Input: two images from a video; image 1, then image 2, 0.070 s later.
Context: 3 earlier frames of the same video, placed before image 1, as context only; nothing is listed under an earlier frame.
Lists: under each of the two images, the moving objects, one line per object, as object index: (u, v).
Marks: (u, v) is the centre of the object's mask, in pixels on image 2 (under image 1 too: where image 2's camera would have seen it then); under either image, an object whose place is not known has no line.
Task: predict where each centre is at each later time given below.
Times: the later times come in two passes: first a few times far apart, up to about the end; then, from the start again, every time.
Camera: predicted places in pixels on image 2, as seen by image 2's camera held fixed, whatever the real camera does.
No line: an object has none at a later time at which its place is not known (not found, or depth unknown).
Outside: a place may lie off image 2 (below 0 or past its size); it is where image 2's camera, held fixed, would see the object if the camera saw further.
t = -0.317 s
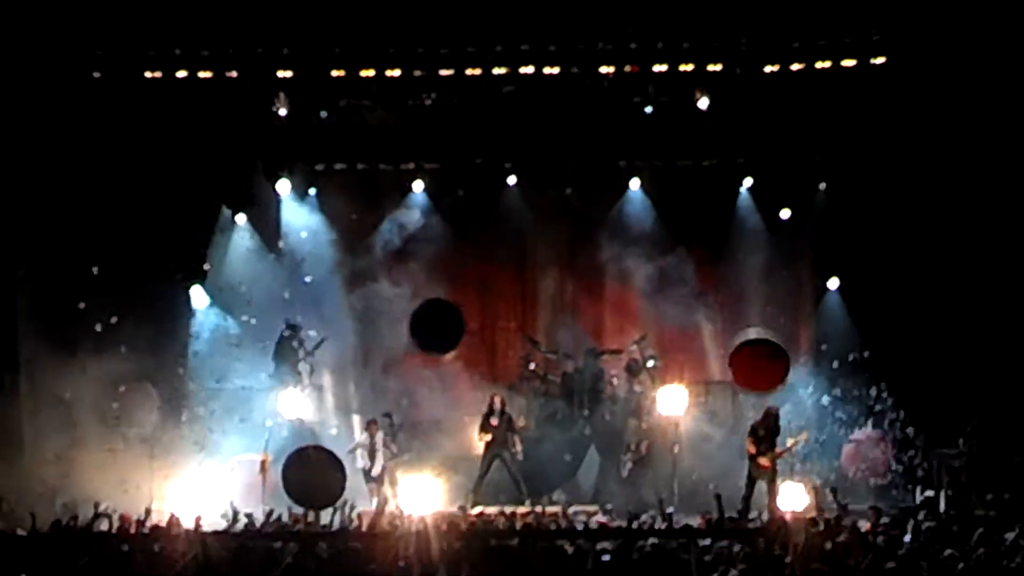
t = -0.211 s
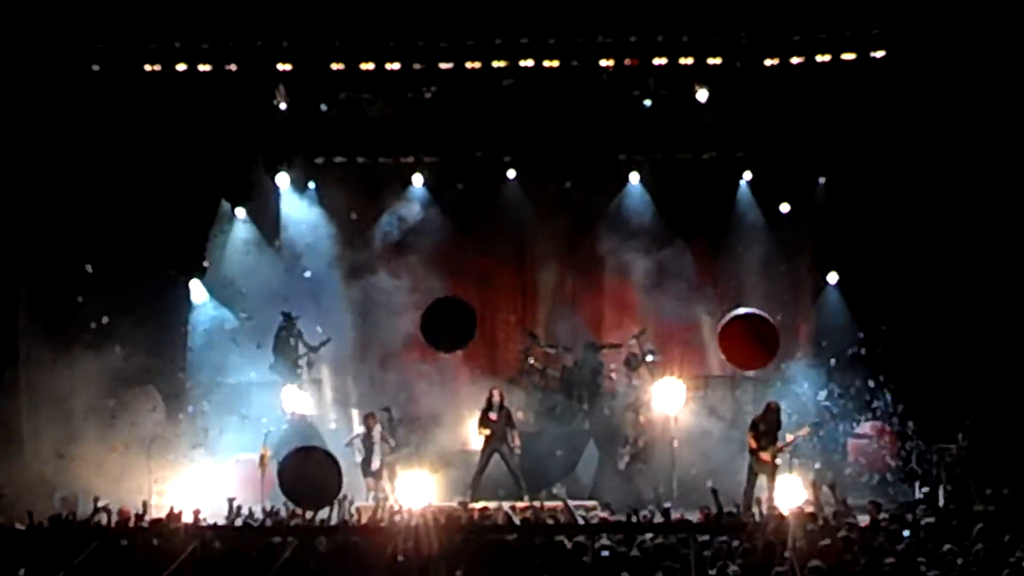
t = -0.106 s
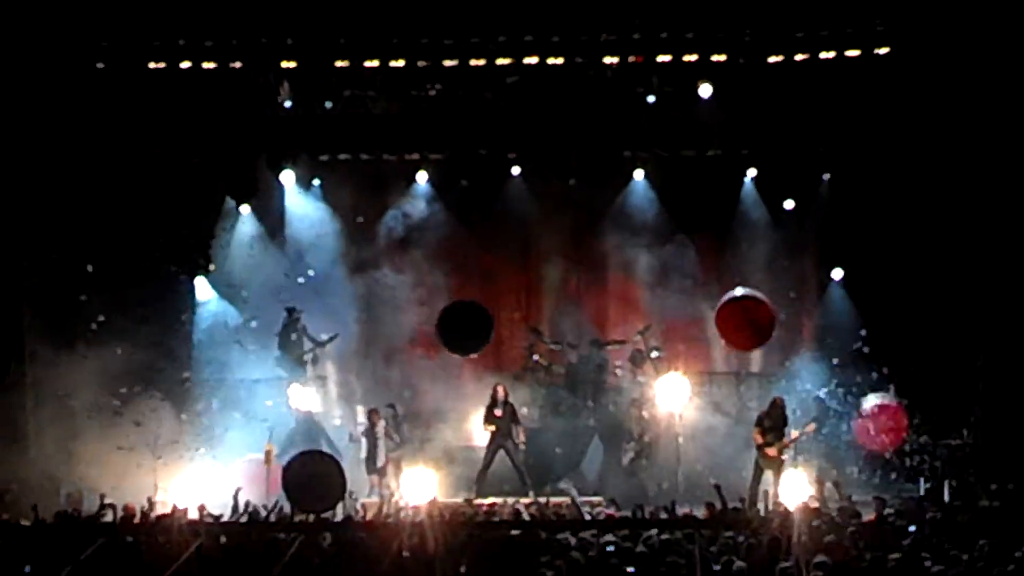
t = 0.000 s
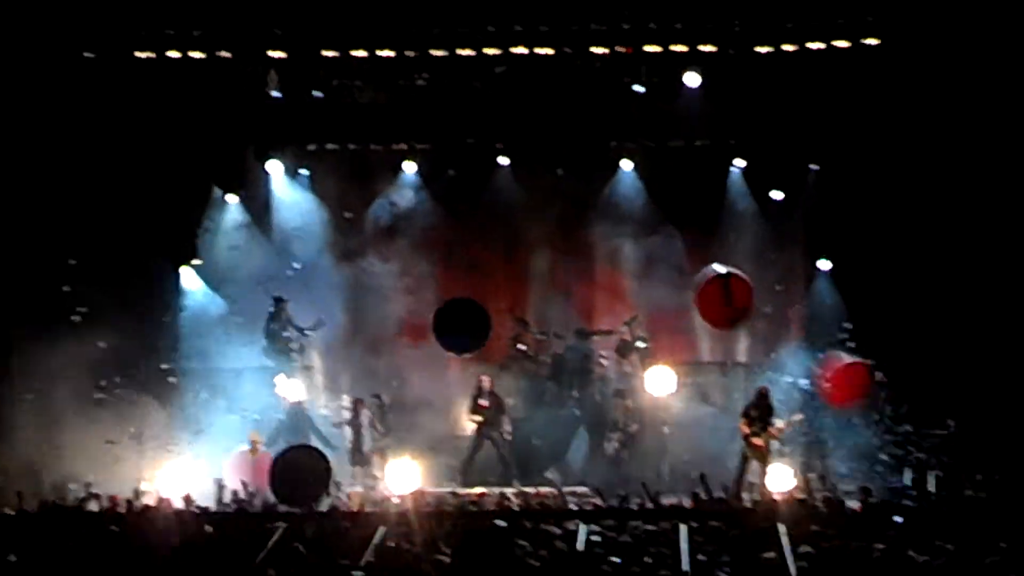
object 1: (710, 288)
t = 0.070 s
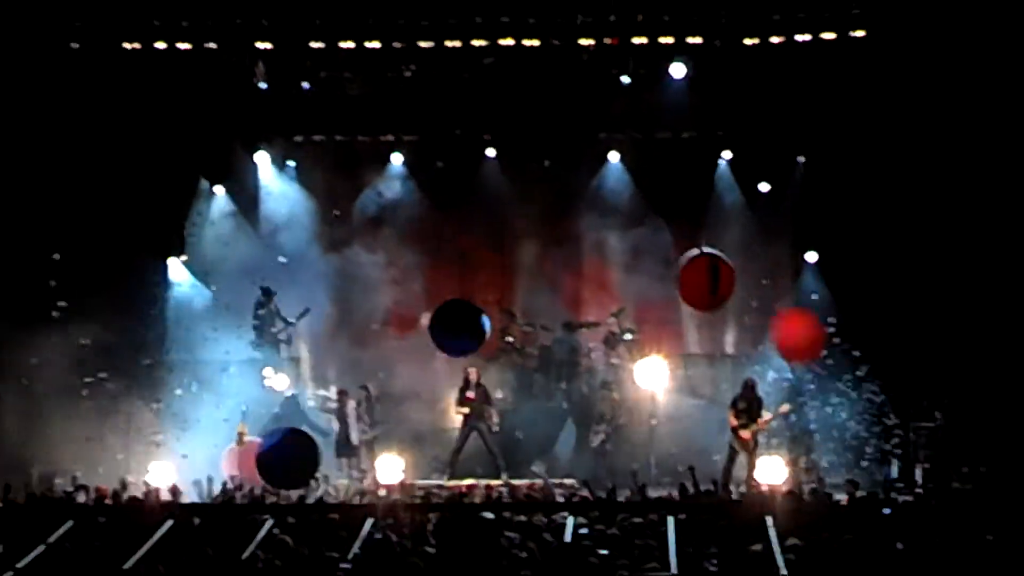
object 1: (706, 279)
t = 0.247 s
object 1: (695, 272)
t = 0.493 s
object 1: (684, 273)
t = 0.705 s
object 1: (672, 286)
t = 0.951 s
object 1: (659, 309)
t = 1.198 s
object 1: (644, 340)
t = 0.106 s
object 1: (703, 277)
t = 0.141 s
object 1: (701, 275)
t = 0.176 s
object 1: (699, 274)
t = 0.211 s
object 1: (697, 273)
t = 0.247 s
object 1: (695, 272)
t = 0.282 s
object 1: (693, 271)
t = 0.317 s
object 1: (692, 271)
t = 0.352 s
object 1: (688, 267)
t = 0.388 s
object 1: (690, 271)
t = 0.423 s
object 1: (688, 271)
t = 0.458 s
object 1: (686, 273)
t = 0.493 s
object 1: (684, 273)
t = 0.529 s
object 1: (682, 273)
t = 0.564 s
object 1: (680, 275)
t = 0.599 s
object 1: (679, 277)
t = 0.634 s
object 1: (676, 281)
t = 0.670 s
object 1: (674, 284)
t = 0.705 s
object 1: (672, 286)
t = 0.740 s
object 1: (670, 288)
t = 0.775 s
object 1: (668, 292)
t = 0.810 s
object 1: (666, 295)
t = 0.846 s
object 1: (665, 299)
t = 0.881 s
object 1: (663, 302)
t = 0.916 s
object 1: (661, 305)
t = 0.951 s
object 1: (659, 309)
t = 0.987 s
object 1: (657, 314)
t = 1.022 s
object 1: (655, 318)
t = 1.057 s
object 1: (653, 322)
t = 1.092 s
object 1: (649, 328)
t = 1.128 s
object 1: (648, 330)
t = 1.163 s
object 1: (646, 334)
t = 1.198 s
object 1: (644, 340)
